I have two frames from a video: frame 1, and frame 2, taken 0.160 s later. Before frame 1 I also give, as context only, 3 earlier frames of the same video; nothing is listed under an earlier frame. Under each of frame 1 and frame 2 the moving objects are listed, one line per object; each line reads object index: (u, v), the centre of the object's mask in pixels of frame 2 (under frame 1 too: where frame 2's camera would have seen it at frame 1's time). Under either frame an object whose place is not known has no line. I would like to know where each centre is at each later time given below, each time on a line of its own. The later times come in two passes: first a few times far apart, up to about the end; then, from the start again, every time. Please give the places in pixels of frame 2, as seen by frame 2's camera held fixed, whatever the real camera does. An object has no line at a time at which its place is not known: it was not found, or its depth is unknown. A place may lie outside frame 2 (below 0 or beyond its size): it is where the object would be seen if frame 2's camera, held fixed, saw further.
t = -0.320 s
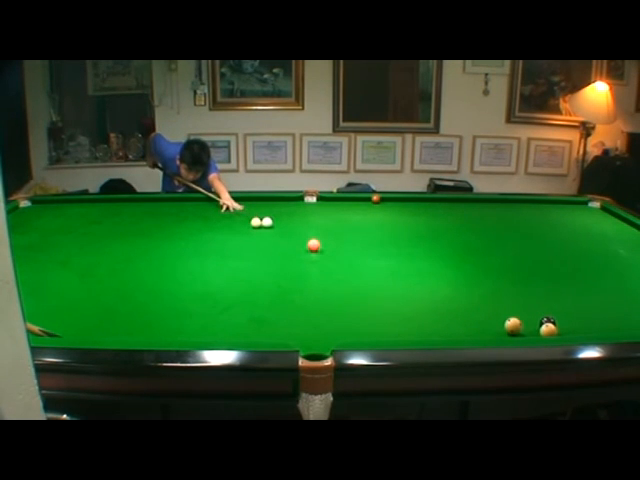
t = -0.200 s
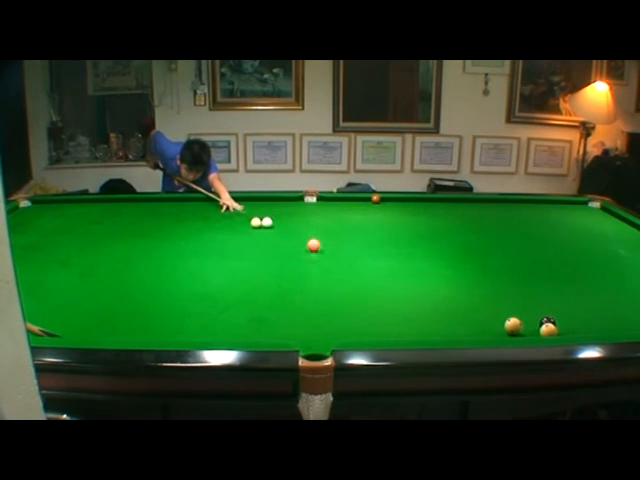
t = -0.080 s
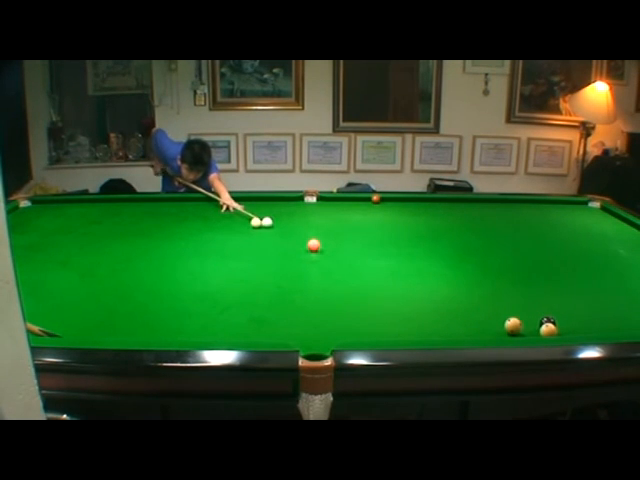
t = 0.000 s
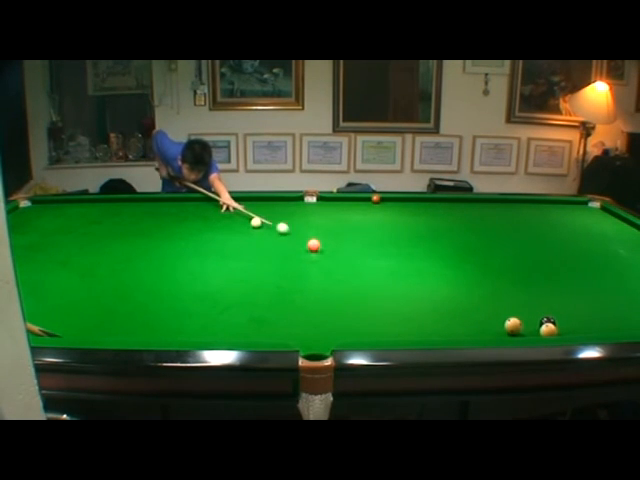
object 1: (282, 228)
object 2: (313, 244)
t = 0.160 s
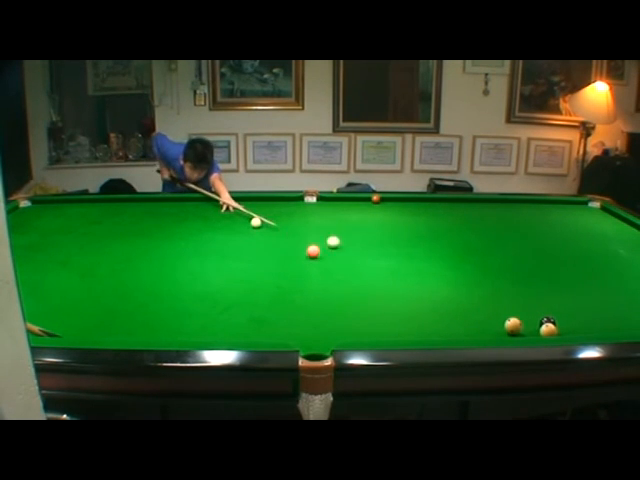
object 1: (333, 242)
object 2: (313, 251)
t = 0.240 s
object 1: (355, 243)
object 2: (312, 258)
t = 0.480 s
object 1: (420, 247)
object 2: (310, 283)
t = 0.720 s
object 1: (485, 251)
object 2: (308, 314)
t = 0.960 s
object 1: (548, 256)
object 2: (310, 352)
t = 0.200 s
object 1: (344, 242)
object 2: (312, 255)
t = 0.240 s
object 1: (355, 243)
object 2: (312, 258)
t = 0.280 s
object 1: (366, 244)
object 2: (312, 262)
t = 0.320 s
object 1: (377, 245)
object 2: (311, 266)
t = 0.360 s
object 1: (388, 245)
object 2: (311, 270)
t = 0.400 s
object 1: (398, 246)
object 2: (311, 274)
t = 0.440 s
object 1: (409, 247)
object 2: (311, 278)
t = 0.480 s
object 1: (420, 247)
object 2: (310, 283)
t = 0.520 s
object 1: (431, 248)
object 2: (310, 288)
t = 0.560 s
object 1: (442, 249)
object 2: (309, 292)
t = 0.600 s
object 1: (453, 249)
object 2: (309, 297)
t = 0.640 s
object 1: (463, 250)
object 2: (309, 303)
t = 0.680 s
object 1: (474, 251)
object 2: (308, 308)
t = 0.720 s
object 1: (485, 251)
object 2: (308, 314)
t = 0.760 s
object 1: (496, 252)
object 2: (308, 319)
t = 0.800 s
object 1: (506, 253)
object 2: (307, 326)
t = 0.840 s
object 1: (517, 254)
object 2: (307, 332)
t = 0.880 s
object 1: (527, 254)
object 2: (307, 338)
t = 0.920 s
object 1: (537, 255)
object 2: (306, 345)
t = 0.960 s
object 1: (548, 256)
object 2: (310, 352)
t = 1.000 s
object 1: (559, 256)
